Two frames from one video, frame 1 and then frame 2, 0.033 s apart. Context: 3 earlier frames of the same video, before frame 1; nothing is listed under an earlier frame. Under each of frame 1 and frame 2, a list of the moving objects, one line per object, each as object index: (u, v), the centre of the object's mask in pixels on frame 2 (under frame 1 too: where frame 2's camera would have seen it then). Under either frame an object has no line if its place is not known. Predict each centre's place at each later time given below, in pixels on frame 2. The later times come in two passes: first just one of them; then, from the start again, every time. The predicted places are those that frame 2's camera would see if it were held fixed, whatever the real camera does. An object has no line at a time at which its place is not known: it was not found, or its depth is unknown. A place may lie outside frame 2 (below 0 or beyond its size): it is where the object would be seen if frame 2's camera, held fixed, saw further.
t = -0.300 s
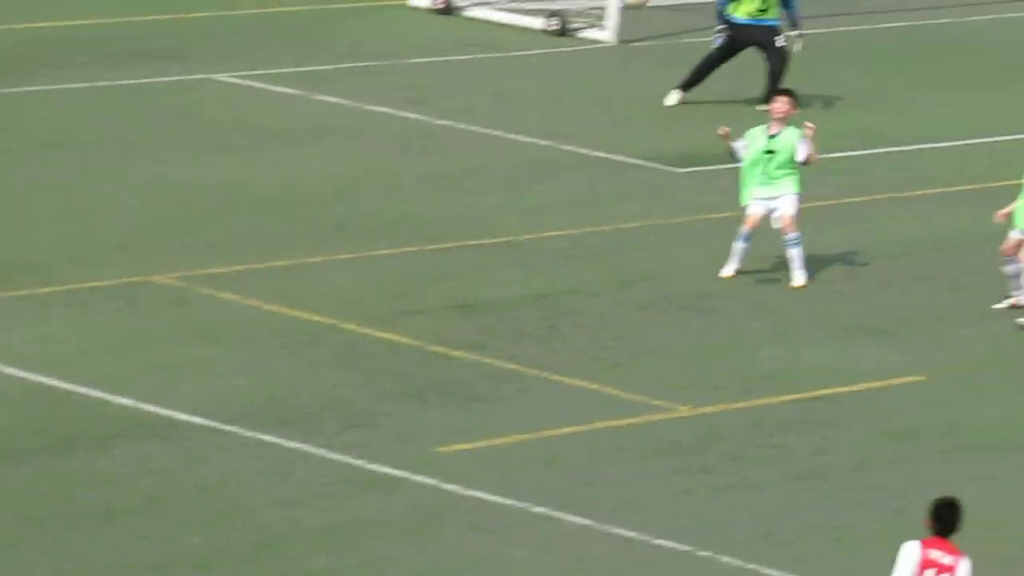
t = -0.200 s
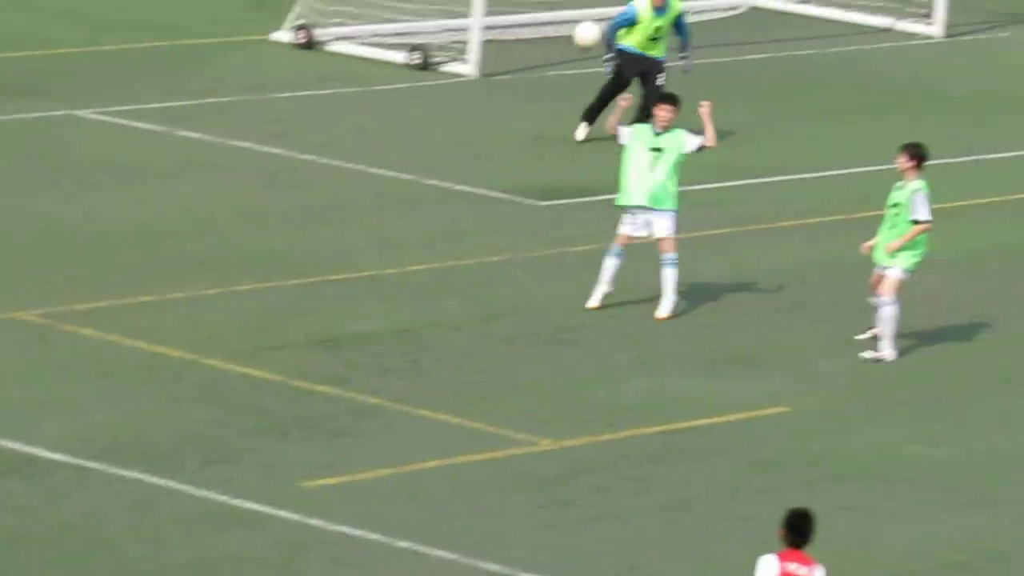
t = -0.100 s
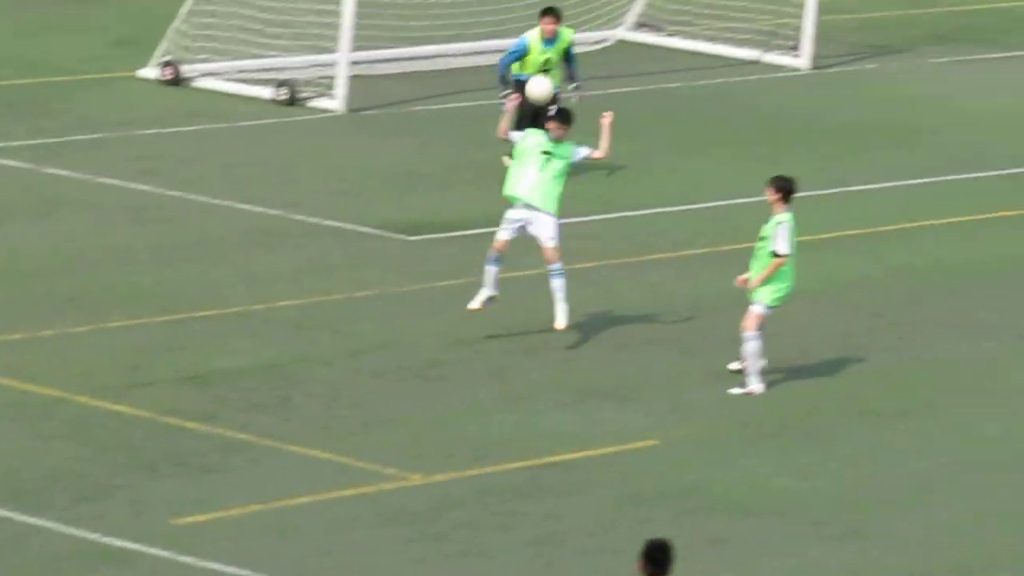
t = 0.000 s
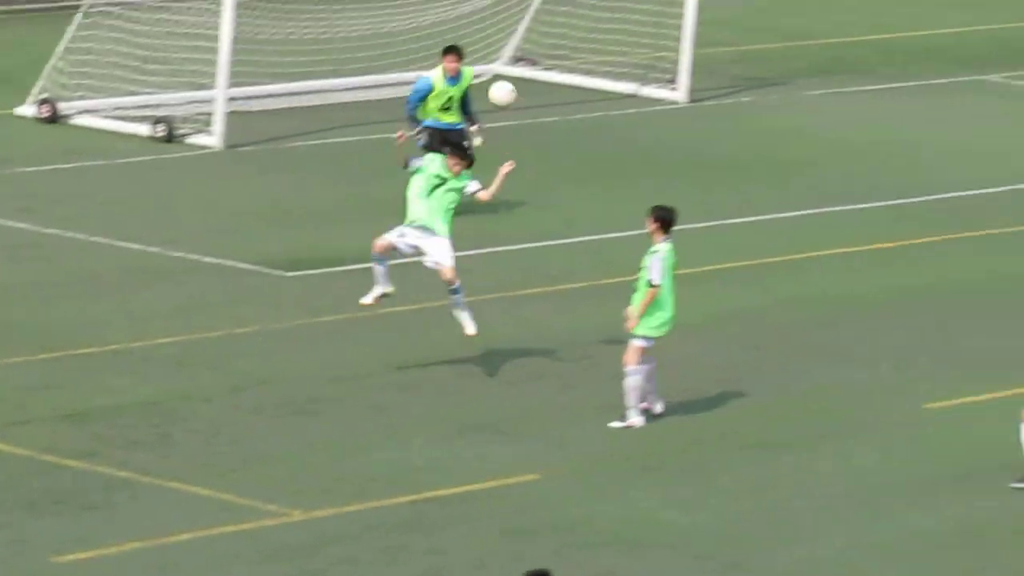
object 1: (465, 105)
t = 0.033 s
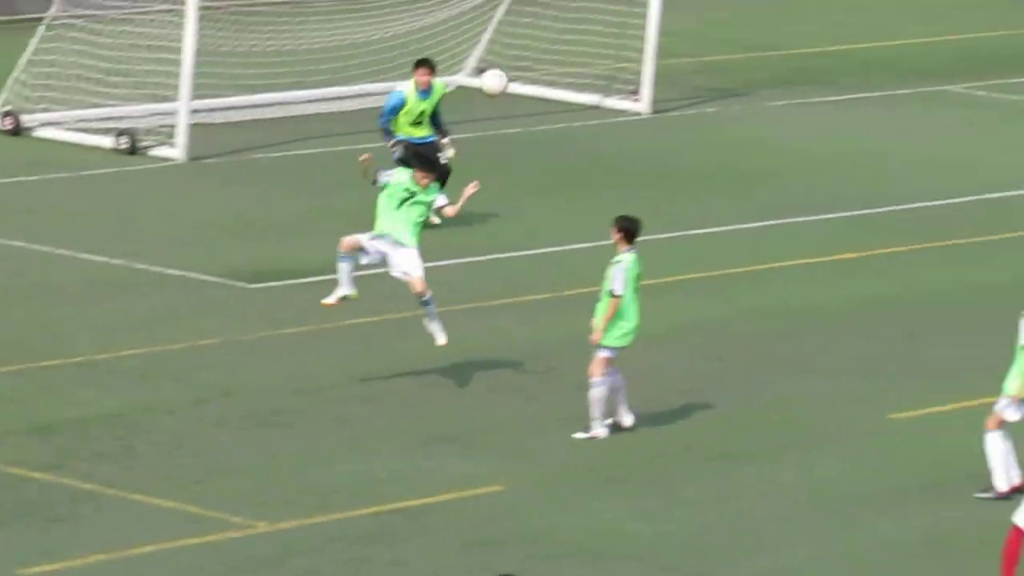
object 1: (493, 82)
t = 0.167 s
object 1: (606, 5)
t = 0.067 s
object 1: (522, 60)
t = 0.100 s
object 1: (550, 41)
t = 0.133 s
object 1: (578, 22)
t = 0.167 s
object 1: (606, 5)
